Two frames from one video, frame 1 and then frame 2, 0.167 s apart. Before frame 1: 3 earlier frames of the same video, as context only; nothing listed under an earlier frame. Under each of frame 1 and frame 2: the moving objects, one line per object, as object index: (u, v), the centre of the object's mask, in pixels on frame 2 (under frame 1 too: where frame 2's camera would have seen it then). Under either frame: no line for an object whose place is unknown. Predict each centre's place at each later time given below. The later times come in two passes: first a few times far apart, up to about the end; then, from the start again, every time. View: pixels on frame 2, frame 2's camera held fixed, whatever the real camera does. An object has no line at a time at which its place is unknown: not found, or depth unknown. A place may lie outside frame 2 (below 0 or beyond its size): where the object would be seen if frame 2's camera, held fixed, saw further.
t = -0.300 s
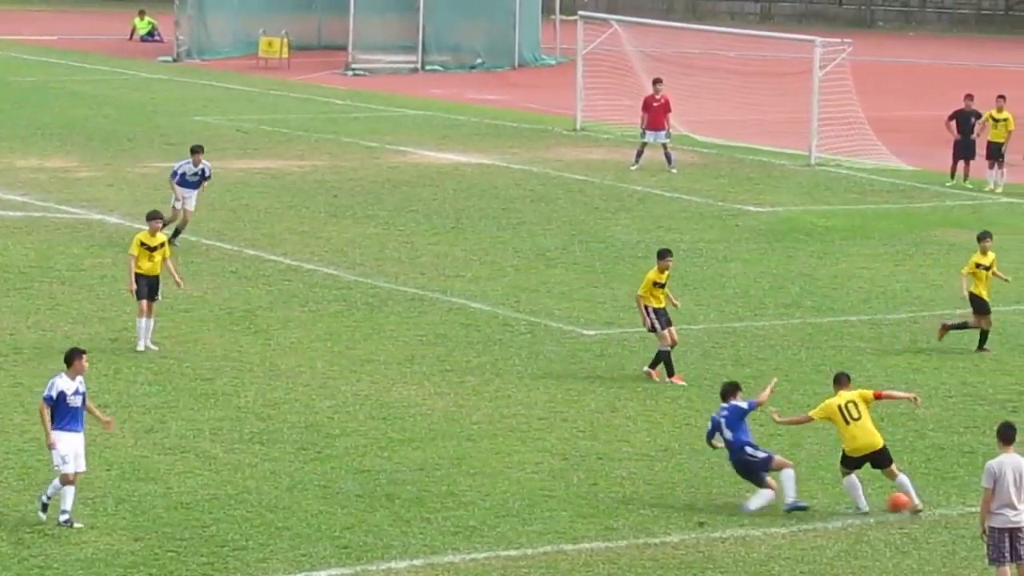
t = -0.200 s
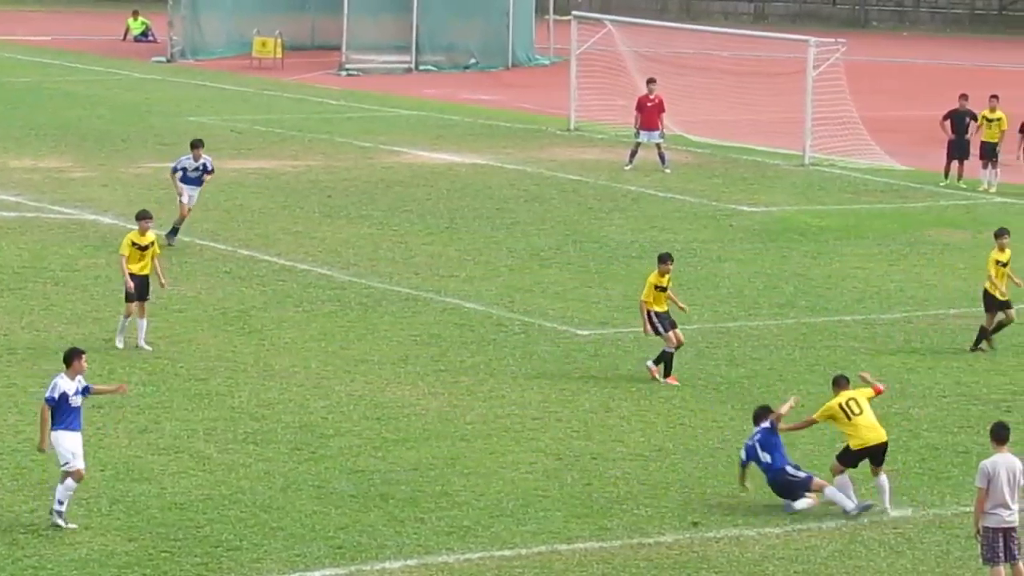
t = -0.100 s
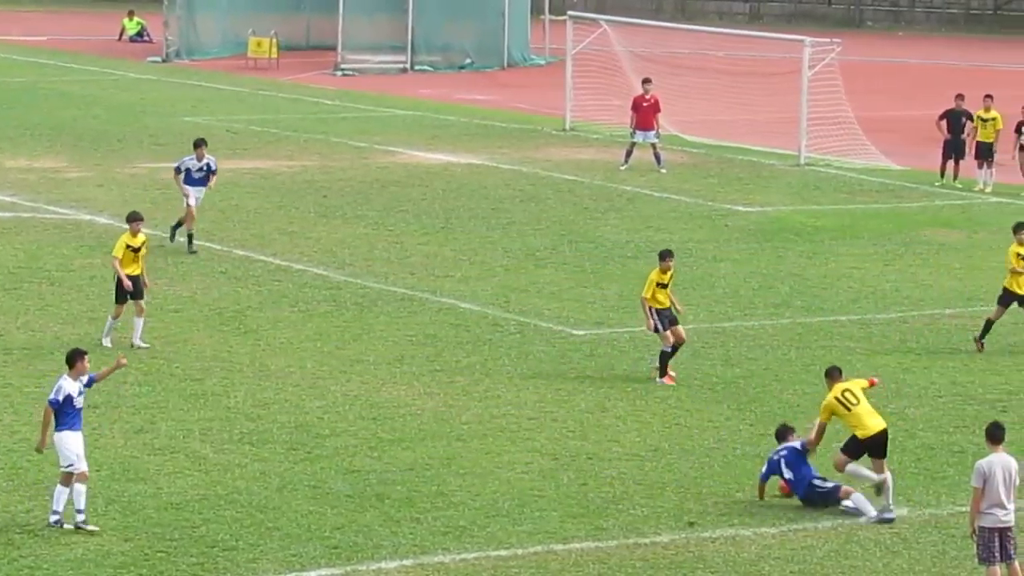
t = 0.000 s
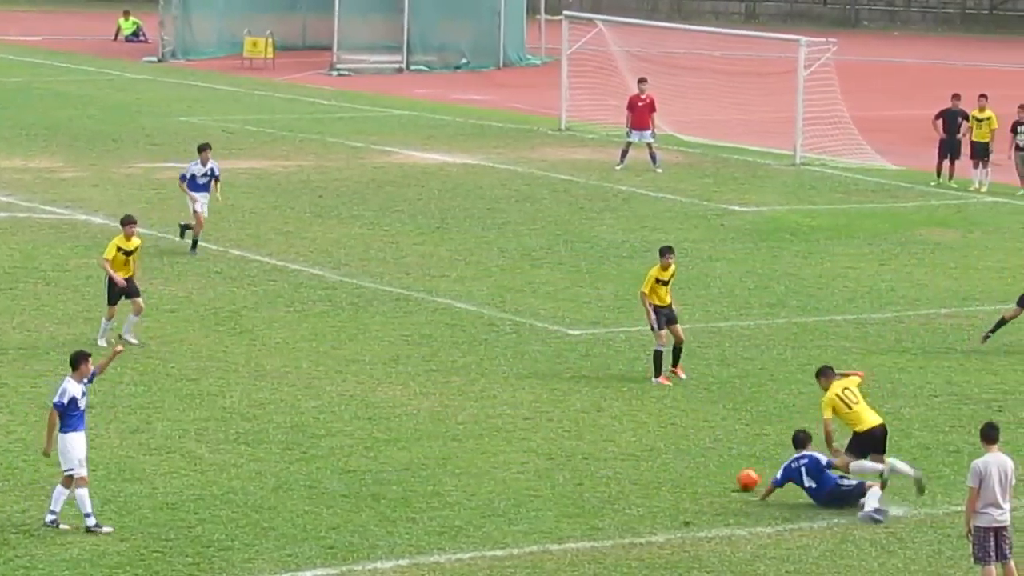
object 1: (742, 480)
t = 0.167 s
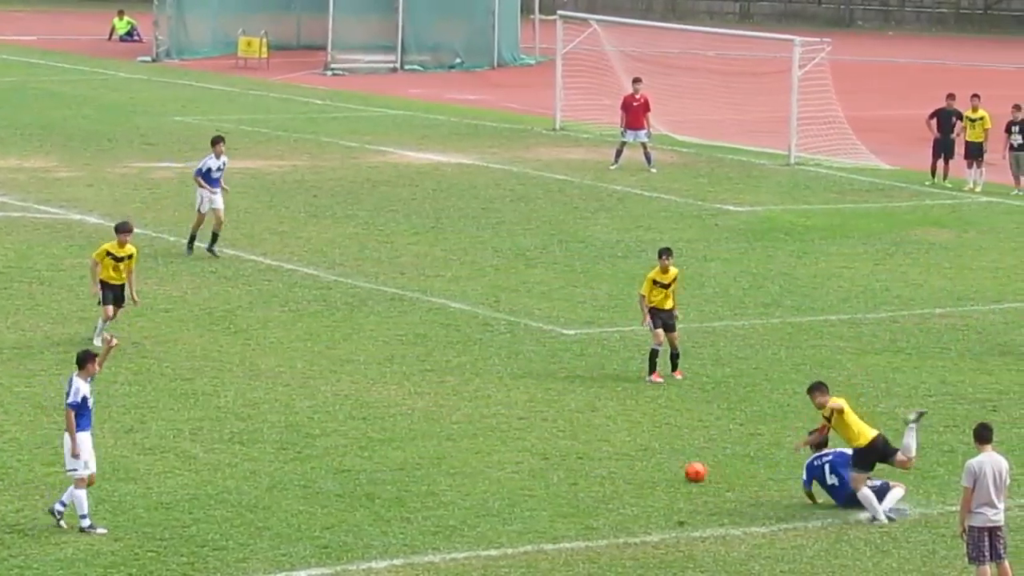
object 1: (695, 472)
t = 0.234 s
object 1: (682, 467)
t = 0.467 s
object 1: (638, 460)
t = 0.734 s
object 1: (593, 453)
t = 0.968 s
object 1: (560, 445)
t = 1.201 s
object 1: (534, 440)
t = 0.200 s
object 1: (689, 469)
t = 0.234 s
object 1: (682, 467)
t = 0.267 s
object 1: (675, 465)
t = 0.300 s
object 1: (669, 464)
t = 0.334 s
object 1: (663, 465)
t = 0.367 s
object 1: (655, 465)
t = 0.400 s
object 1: (650, 464)
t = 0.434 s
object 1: (643, 461)
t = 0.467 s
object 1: (638, 460)
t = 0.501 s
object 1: (632, 459)
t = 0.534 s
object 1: (626, 459)
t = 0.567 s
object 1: (620, 458)
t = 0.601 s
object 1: (614, 456)
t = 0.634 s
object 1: (609, 455)
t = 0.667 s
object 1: (604, 454)
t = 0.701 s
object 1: (599, 453)
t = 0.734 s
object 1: (593, 453)
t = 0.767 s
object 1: (589, 451)
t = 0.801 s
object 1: (583, 450)
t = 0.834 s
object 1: (578, 449)
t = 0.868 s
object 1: (574, 448)
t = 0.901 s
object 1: (568, 448)
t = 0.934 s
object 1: (564, 448)
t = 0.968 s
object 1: (560, 445)
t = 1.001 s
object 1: (556, 444)
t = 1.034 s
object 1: (552, 443)
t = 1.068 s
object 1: (548, 442)
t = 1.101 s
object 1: (545, 442)
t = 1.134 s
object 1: (541, 442)
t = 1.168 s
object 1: (537, 440)
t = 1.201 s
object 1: (534, 440)
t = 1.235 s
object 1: (530, 439)
